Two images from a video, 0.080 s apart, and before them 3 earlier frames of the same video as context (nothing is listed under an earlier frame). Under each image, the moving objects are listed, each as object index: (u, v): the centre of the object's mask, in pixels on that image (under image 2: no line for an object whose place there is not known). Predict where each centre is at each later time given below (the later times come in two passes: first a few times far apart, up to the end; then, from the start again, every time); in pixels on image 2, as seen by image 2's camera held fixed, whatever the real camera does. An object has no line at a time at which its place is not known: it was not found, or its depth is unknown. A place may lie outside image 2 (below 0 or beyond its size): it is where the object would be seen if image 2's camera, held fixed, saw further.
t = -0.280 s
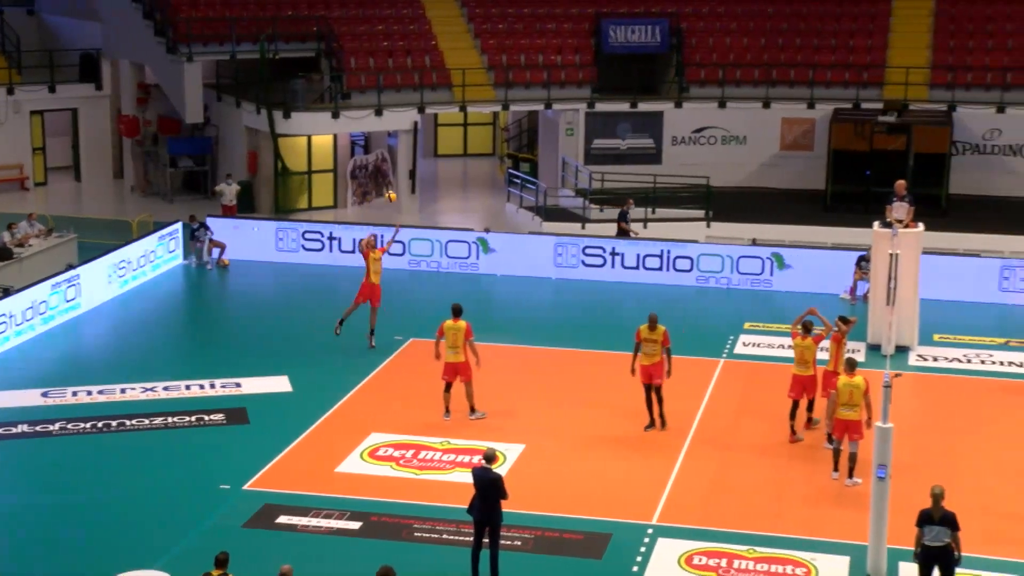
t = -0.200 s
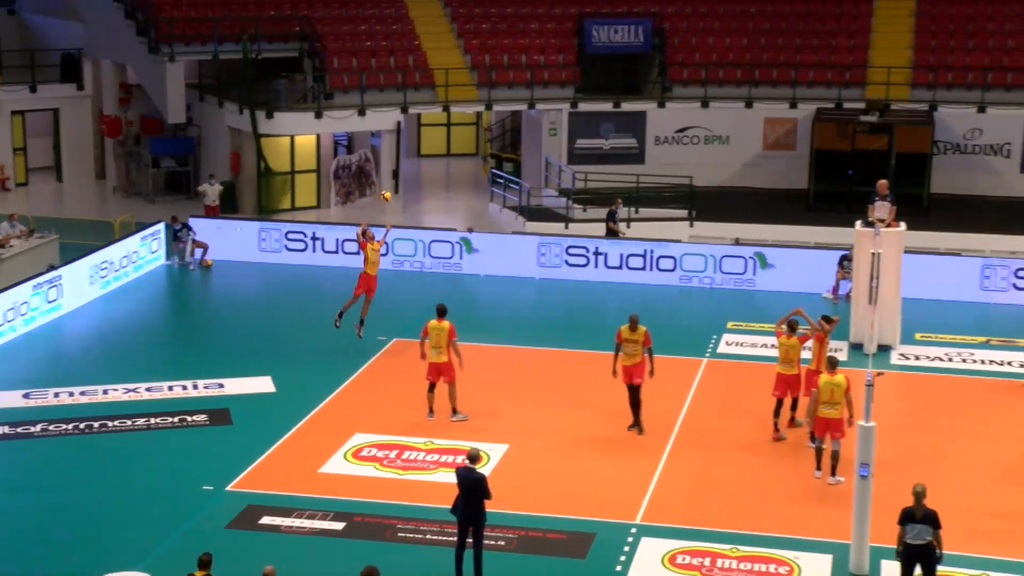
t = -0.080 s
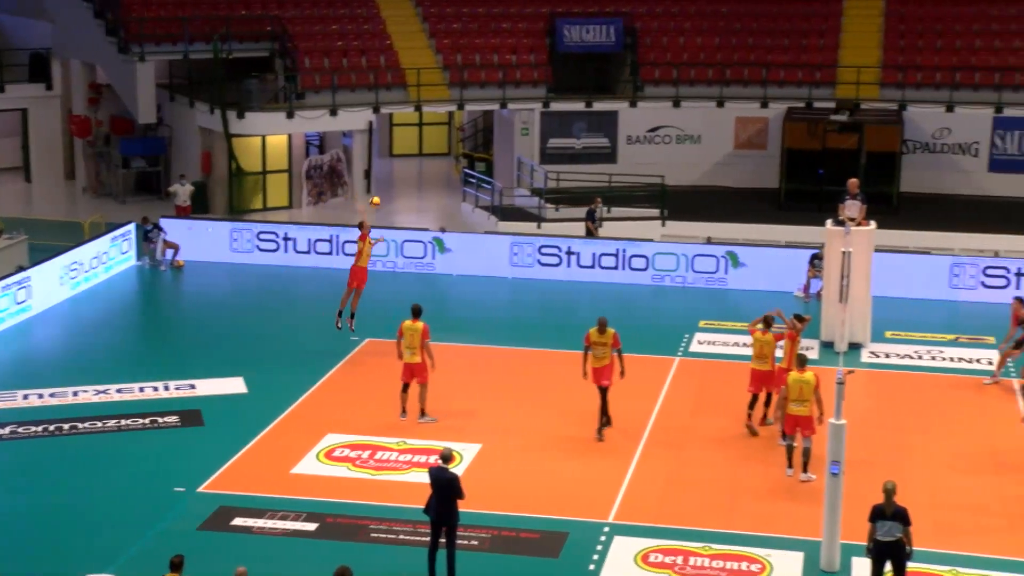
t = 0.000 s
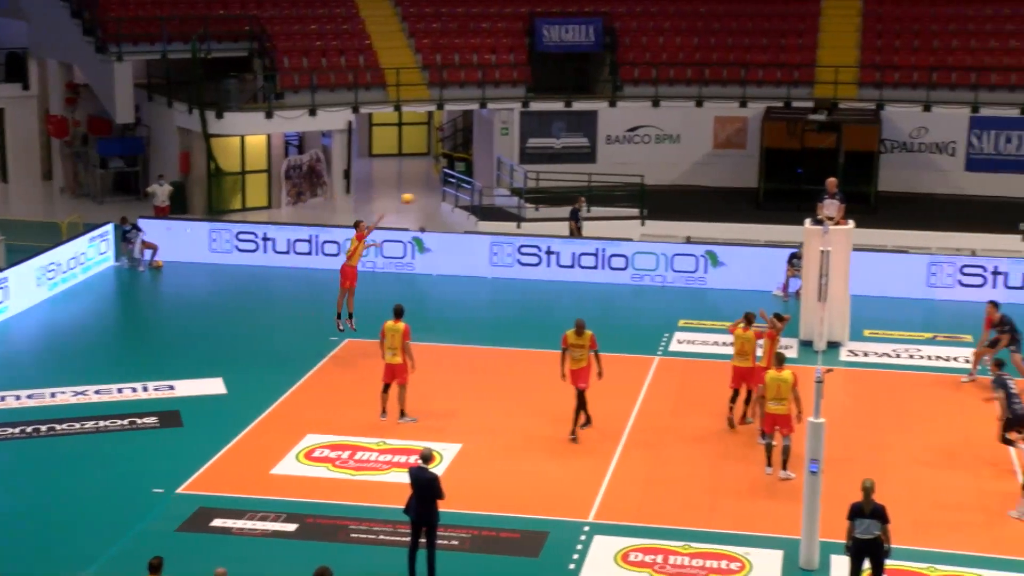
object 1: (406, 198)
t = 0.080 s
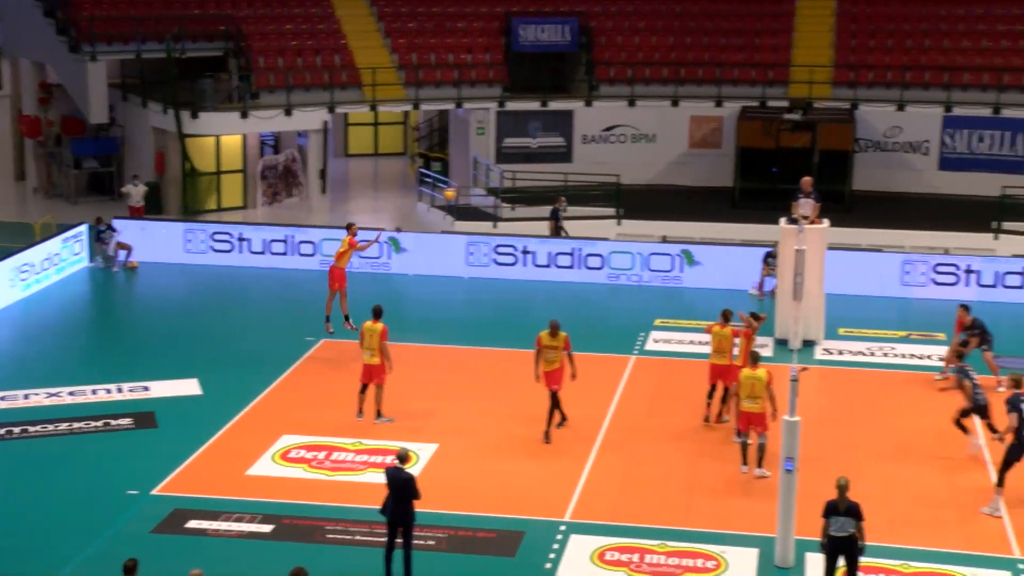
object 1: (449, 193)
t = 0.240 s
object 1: (582, 193)
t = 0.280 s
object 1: (615, 195)
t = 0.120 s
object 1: (482, 192)
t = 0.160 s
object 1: (515, 192)
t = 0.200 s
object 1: (548, 193)
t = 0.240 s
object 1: (582, 193)
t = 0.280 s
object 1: (615, 195)
